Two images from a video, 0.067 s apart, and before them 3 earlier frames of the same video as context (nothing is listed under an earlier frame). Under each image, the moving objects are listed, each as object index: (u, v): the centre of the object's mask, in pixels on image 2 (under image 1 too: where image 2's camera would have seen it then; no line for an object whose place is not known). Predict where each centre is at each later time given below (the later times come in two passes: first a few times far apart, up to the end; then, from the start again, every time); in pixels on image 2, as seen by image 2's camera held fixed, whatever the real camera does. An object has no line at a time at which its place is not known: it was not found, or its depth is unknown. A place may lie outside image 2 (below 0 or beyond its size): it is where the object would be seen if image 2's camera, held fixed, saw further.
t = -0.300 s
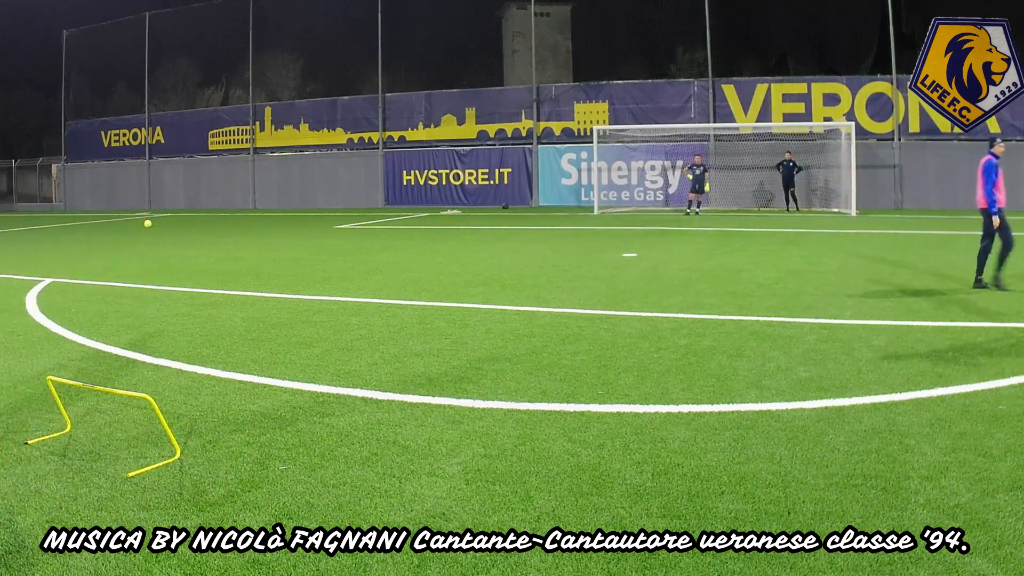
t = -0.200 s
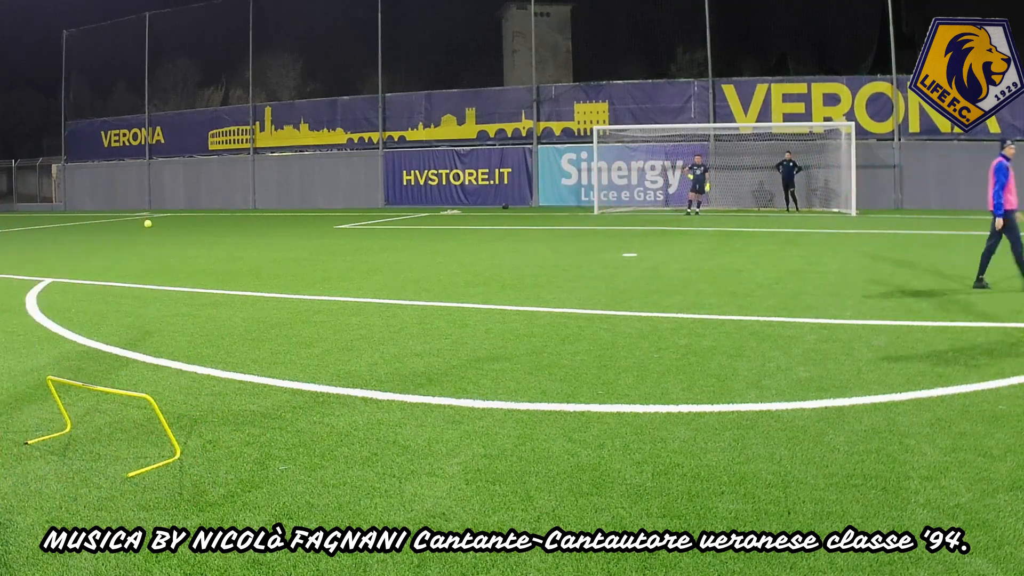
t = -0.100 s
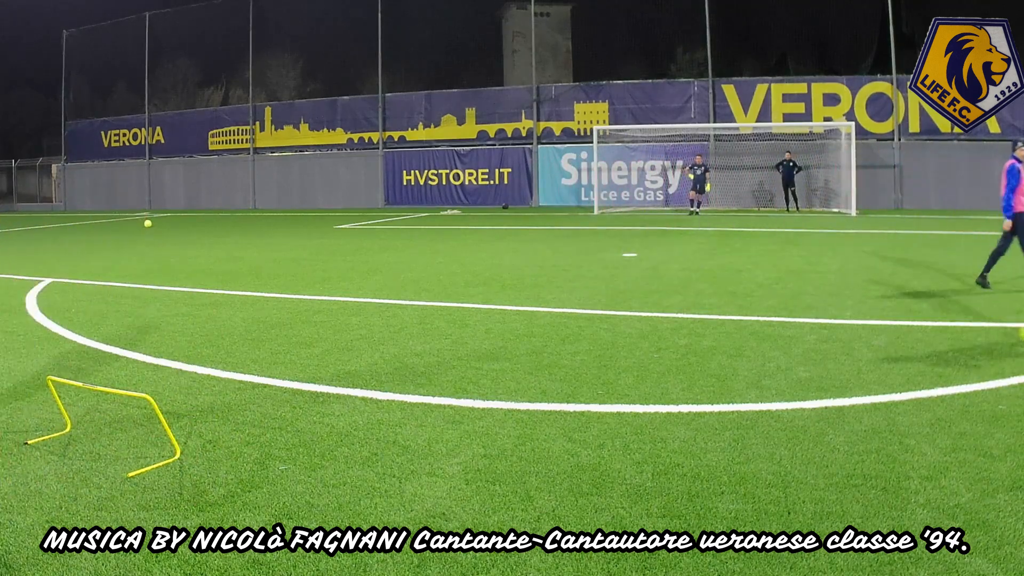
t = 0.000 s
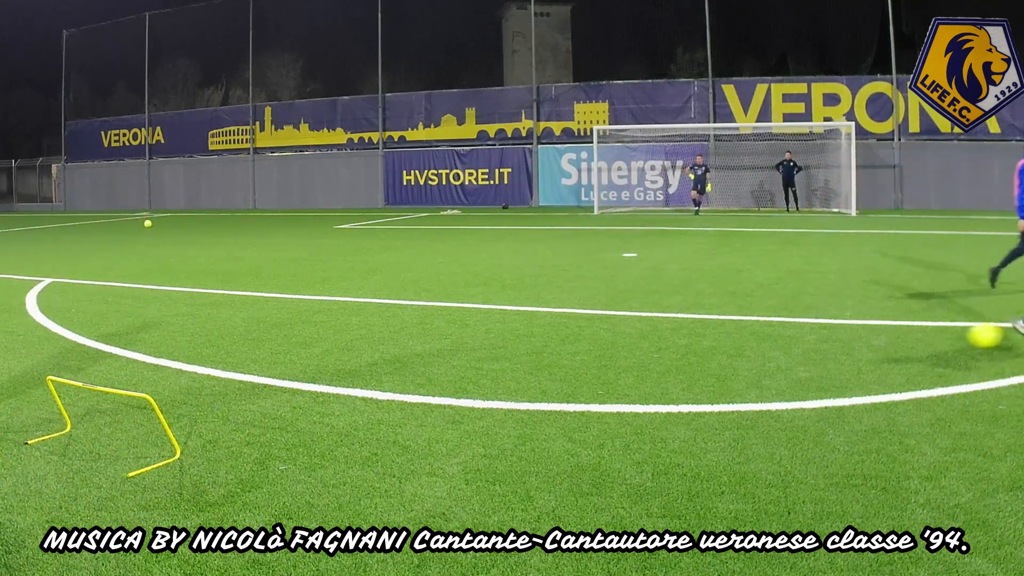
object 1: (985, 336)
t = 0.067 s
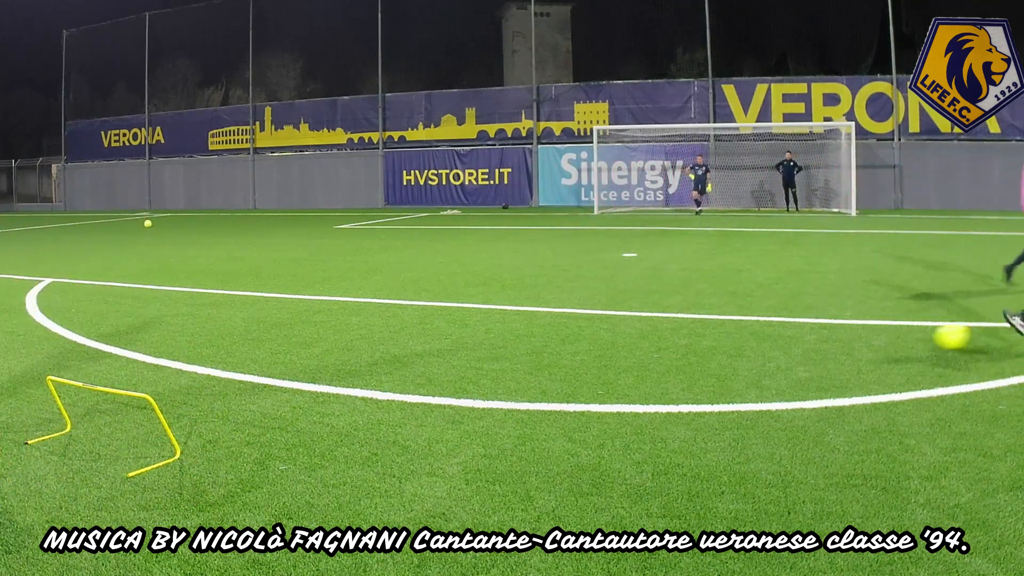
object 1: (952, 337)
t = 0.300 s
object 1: (843, 342)
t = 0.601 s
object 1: (729, 345)
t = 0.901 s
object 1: (635, 348)
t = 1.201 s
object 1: (549, 350)
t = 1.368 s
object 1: (505, 350)
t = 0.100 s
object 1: (935, 337)
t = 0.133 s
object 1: (919, 339)
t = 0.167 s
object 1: (903, 339)
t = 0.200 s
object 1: (888, 339)
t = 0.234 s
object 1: (873, 340)
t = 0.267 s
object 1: (858, 341)
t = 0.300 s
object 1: (843, 342)
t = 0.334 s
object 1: (829, 342)
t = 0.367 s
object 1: (815, 343)
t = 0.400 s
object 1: (802, 343)
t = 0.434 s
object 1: (789, 343)
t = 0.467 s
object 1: (776, 344)
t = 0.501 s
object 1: (763, 345)
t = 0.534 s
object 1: (752, 345)
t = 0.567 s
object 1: (740, 345)
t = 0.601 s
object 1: (729, 345)
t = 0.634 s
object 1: (718, 345)
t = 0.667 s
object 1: (707, 346)
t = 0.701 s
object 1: (696, 347)
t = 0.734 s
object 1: (686, 347)
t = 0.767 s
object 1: (675, 347)
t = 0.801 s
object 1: (665, 347)
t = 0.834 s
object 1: (655, 347)
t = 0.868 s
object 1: (645, 347)
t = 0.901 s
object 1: (635, 348)
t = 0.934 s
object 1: (625, 349)
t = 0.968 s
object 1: (615, 348)
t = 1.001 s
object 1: (605, 348)
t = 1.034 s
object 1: (596, 348)
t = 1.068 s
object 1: (586, 349)
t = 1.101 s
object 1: (576, 349)
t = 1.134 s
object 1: (567, 349)
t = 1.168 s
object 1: (559, 349)
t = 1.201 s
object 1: (549, 350)
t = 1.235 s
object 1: (541, 350)
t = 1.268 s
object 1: (532, 350)
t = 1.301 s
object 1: (523, 350)
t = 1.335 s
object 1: (514, 350)
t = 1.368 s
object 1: (505, 350)
